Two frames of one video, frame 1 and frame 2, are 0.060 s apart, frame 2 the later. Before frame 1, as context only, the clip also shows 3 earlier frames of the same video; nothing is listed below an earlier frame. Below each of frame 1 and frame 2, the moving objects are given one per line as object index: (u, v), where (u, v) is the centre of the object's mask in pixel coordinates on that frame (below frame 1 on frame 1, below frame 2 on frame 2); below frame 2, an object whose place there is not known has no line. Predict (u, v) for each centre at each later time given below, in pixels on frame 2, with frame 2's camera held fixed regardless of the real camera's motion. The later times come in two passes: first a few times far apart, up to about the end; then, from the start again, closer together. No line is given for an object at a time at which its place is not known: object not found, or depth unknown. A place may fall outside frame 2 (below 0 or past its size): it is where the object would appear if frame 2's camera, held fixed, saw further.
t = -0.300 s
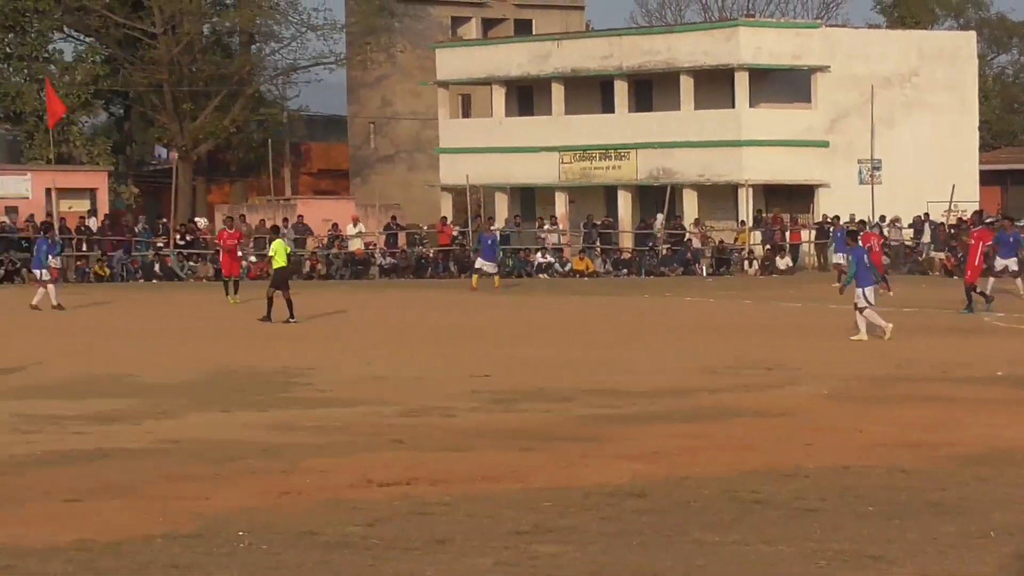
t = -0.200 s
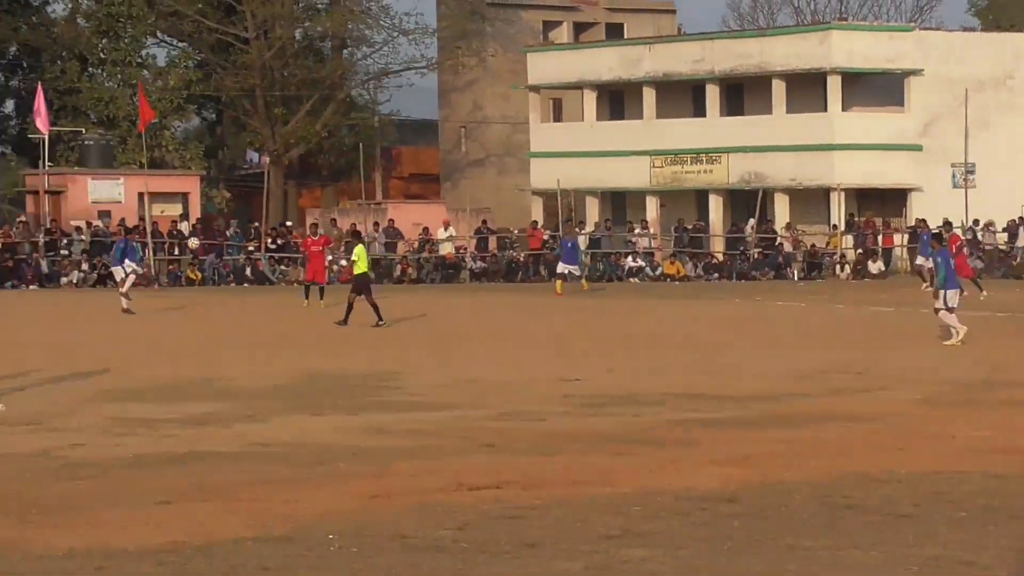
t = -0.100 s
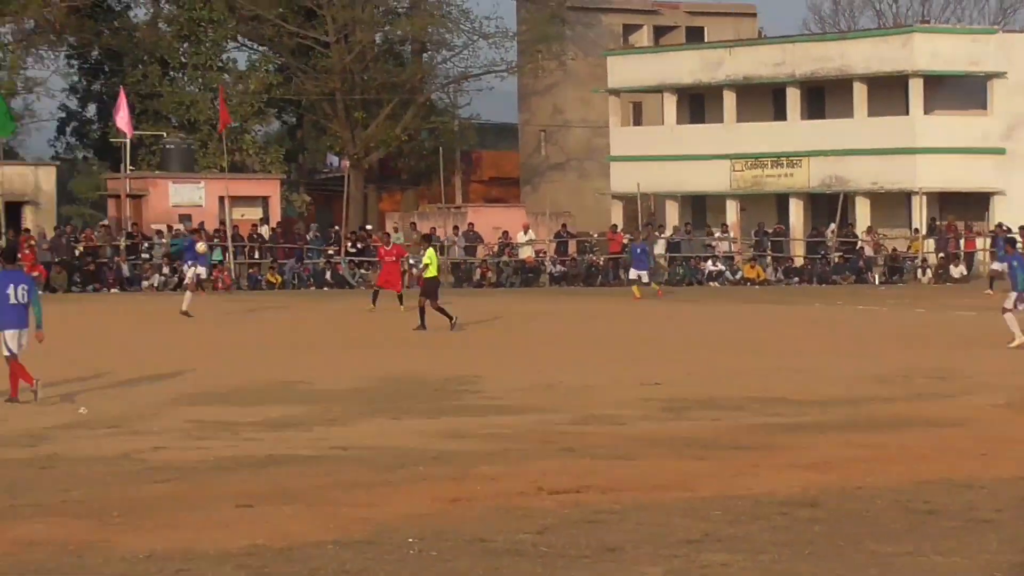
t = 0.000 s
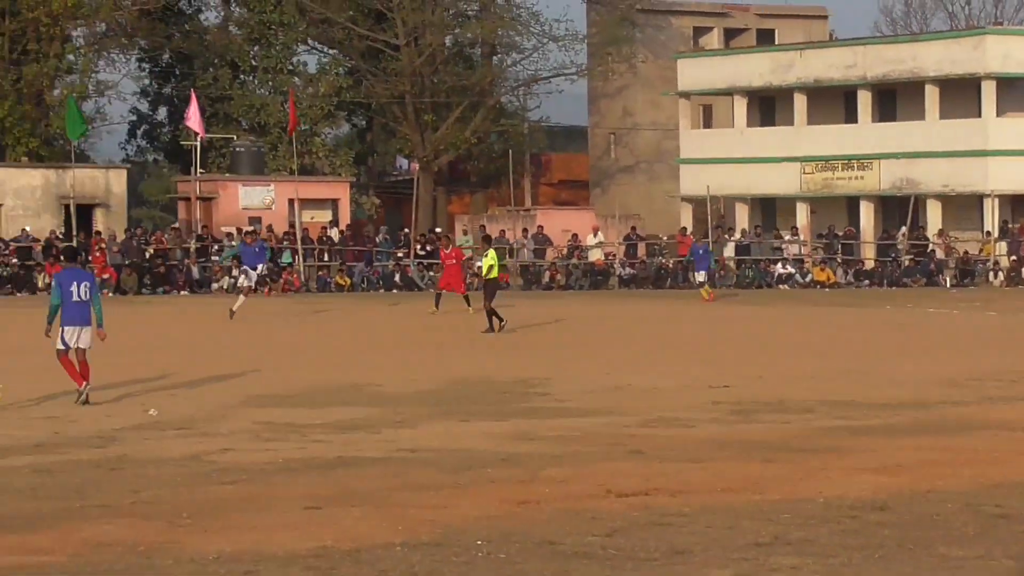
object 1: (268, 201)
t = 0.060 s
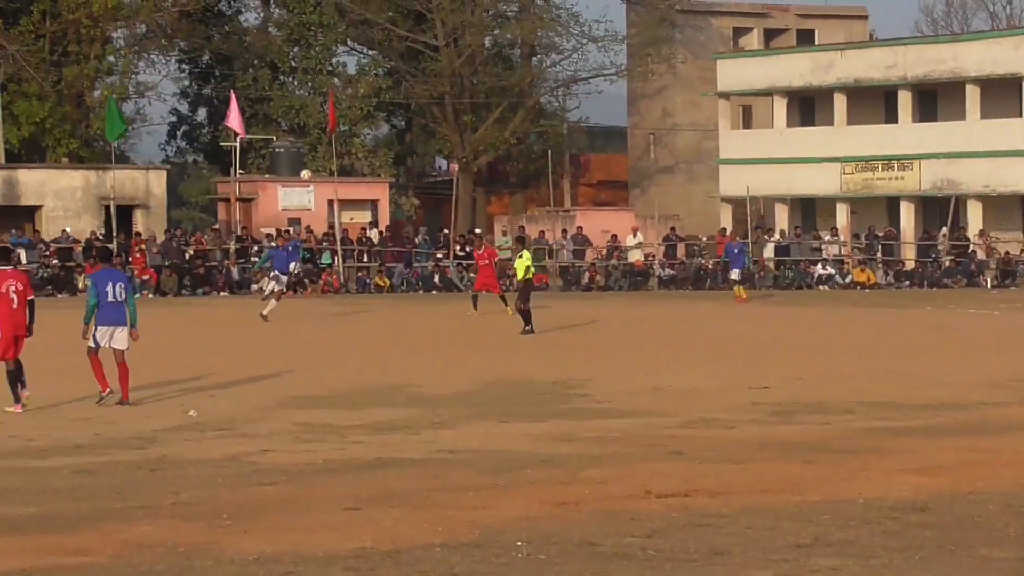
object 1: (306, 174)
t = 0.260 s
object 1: (298, 100)
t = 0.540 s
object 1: (290, 33)
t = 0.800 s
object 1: (282, 8)
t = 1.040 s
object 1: (276, 18)
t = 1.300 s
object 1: (271, 65)
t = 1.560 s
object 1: (267, 147)
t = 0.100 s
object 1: (304, 158)
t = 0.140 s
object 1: (303, 143)
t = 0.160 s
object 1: (302, 135)
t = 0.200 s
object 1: (300, 121)
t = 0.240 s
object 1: (299, 106)
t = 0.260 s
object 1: (298, 100)
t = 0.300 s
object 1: (297, 87)
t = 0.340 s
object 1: (296, 76)
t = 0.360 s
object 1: (295, 71)
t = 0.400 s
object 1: (294, 61)
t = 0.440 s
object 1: (293, 52)
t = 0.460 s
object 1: (292, 48)
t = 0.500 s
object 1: (291, 40)
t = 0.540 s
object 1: (290, 33)
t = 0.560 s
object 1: (289, 30)
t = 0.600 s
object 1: (288, 24)
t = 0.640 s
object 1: (286, 18)
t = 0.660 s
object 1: (286, 16)
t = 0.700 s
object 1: (284, 13)
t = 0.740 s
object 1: (284, 10)
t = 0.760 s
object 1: (283, 9)
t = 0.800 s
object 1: (282, 8)
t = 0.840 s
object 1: (281, 8)
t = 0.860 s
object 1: (281, 8)
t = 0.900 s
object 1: (279, 8)
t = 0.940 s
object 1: (278, 10)
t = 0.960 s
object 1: (278, 11)
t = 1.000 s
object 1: (277, 13)
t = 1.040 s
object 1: (276, 18)
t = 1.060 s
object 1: (275, 20)
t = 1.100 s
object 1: (274, 25)
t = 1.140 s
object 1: (274, 31)
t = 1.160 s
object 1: (273, 35)
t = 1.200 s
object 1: (272, 42)
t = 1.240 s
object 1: (272, 50)
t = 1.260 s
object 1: (271, 55)
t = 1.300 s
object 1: (271, 65)
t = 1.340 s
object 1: (270, 75)
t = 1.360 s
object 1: (270, 80)
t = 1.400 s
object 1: (269, 92)
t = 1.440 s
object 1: (268, 104)
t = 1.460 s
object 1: (268, 111)
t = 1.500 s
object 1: (268, 124)
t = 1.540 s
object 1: (268, 139)
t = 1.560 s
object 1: (267, 147)
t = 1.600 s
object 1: (268, 163)
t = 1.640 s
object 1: (267, 178)
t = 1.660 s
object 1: (268, 188)
